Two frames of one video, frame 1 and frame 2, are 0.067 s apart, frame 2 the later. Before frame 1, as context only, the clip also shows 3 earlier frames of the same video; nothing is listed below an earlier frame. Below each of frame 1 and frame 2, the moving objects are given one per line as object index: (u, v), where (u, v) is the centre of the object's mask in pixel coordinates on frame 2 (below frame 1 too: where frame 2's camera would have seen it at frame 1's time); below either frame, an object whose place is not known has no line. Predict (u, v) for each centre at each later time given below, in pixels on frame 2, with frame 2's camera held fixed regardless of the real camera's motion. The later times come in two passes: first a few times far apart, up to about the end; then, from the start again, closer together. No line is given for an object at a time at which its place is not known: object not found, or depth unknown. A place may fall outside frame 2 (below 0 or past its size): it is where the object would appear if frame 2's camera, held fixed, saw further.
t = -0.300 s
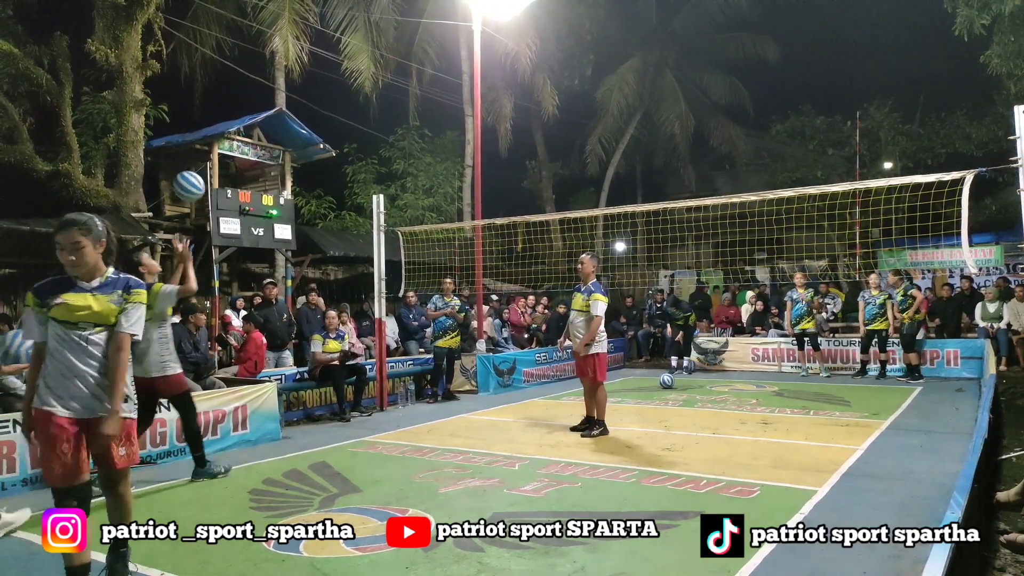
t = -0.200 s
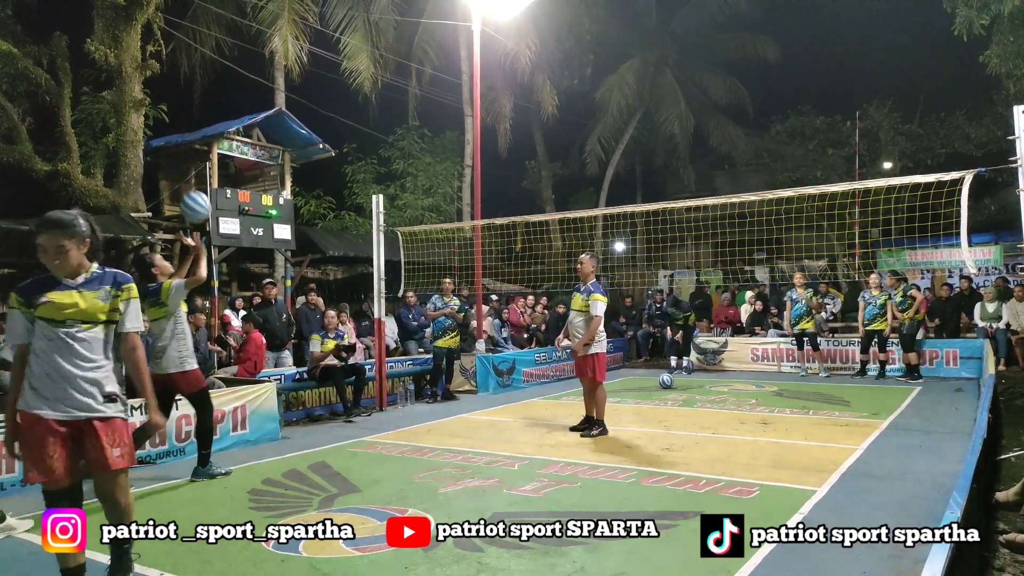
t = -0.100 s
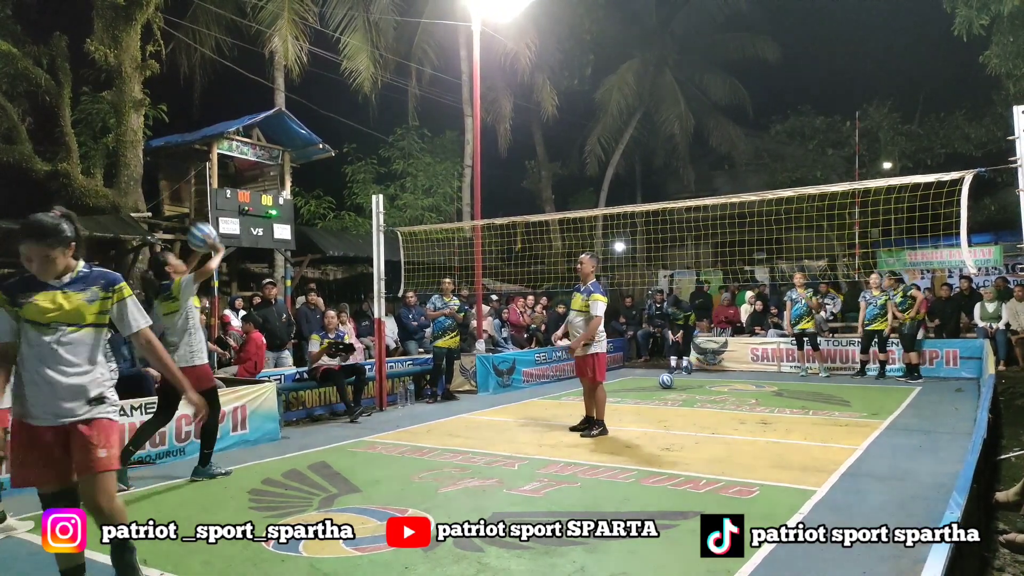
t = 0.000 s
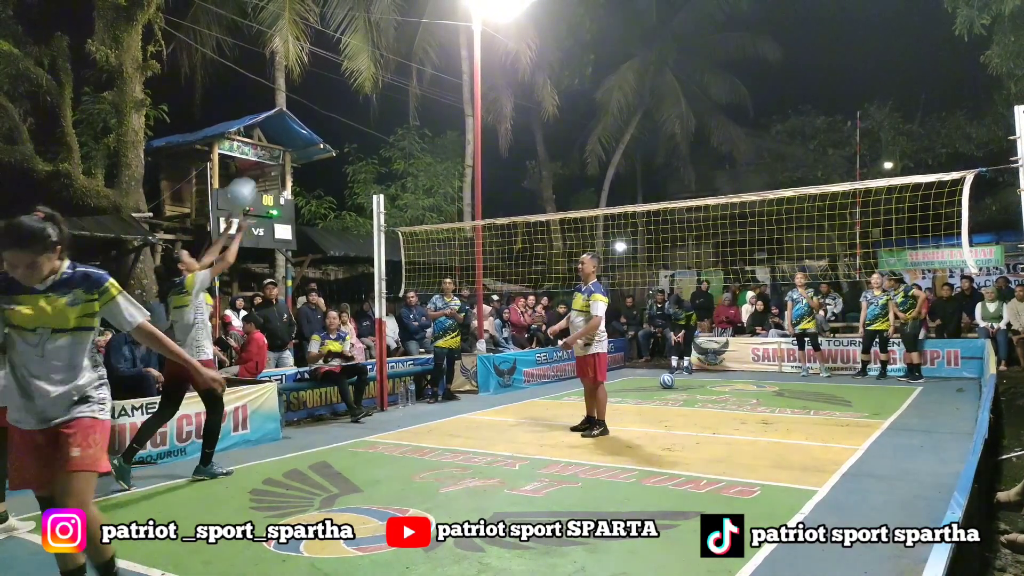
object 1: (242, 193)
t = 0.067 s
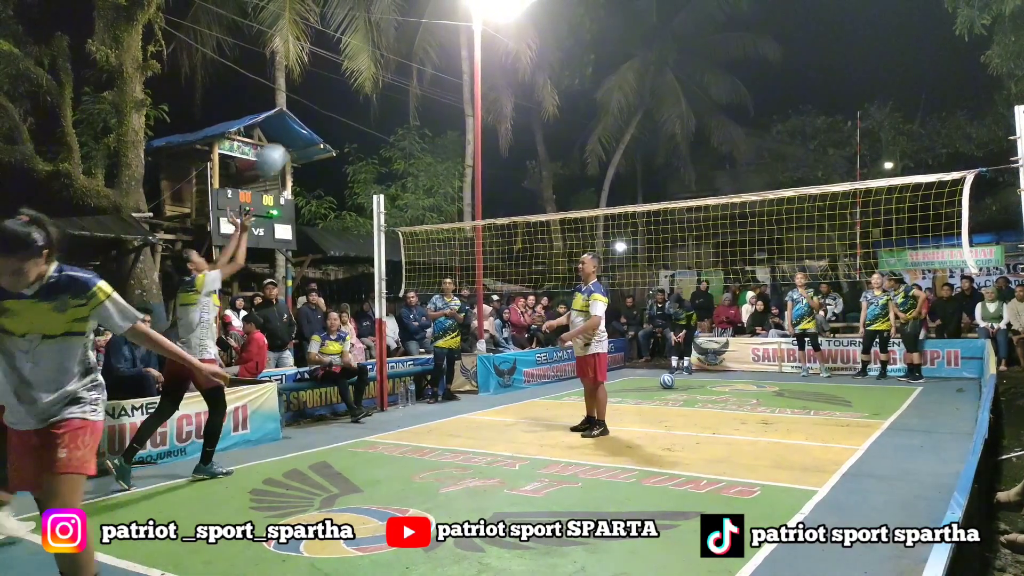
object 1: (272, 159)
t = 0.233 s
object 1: (339, 103)
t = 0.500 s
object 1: (434, 88)
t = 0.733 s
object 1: (504, 138)
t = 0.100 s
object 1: (286, 143)
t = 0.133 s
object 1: (299, 132)
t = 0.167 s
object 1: (314, 119)
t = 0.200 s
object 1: (326, 111)
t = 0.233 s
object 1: (339, 103)
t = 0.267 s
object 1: (352, 97)
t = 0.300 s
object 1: (365, 92)
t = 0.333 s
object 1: (377, 89)
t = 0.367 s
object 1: (388, 86)
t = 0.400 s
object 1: (401, 84)
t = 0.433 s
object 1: (412, 84)
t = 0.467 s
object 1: (423, 86)
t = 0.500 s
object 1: (434, 88)
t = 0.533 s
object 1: (445, 92)
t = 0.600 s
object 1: (464, 102)
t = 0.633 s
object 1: (476, 109)
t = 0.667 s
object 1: (486, 118)
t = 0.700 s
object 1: (495, 127)
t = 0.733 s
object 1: (504, 138)
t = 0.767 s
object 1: (513, 149)
